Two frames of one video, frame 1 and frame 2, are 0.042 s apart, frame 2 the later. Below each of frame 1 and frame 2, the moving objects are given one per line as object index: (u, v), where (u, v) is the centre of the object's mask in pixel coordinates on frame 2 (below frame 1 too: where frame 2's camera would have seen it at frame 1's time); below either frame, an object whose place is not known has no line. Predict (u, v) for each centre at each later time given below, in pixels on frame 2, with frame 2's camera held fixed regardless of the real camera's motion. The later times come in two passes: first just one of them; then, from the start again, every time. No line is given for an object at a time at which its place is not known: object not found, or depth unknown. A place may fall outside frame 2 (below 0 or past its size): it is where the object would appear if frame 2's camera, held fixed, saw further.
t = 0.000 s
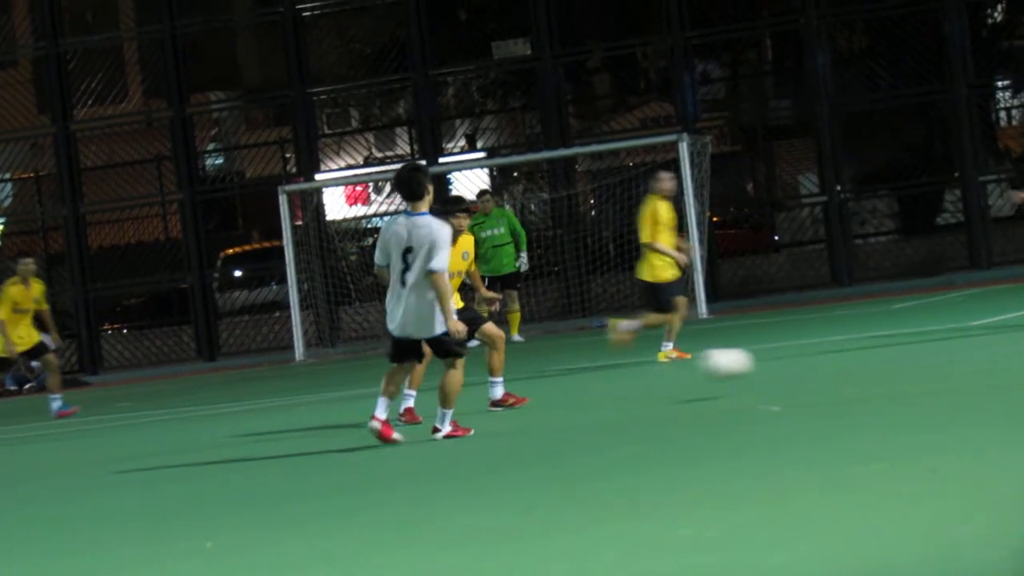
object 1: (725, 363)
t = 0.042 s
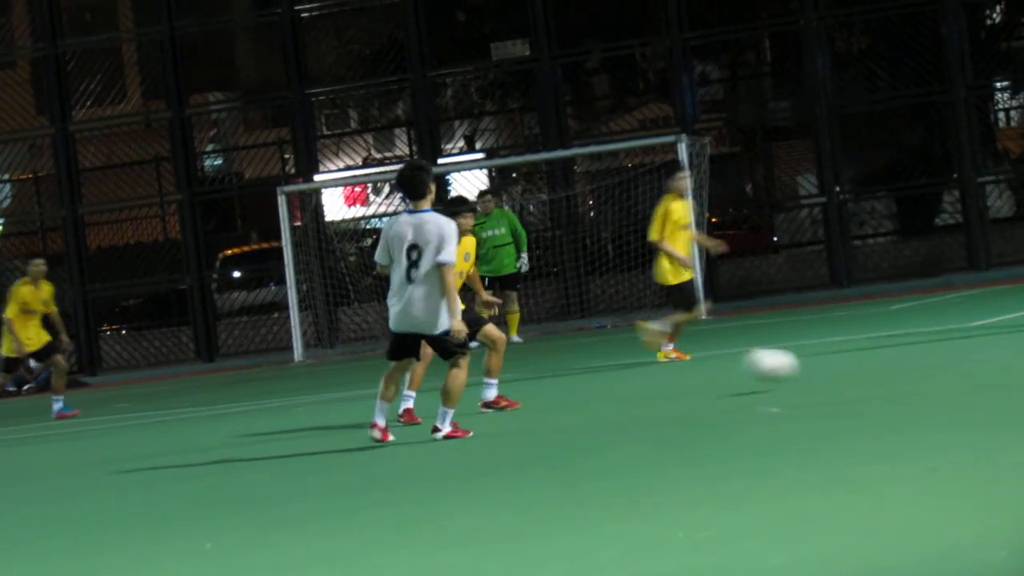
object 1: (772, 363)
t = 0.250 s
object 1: (922, 330)
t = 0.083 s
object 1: (816, 366)
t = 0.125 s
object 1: (846, 354)
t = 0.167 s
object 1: (870, 345)
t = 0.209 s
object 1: (899, 334)
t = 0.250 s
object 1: (922, 330)
